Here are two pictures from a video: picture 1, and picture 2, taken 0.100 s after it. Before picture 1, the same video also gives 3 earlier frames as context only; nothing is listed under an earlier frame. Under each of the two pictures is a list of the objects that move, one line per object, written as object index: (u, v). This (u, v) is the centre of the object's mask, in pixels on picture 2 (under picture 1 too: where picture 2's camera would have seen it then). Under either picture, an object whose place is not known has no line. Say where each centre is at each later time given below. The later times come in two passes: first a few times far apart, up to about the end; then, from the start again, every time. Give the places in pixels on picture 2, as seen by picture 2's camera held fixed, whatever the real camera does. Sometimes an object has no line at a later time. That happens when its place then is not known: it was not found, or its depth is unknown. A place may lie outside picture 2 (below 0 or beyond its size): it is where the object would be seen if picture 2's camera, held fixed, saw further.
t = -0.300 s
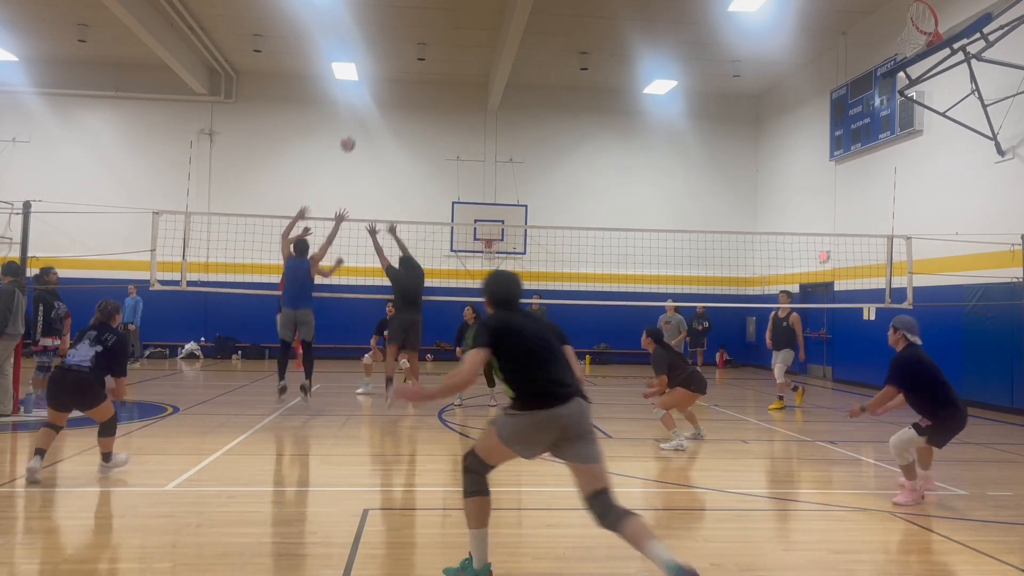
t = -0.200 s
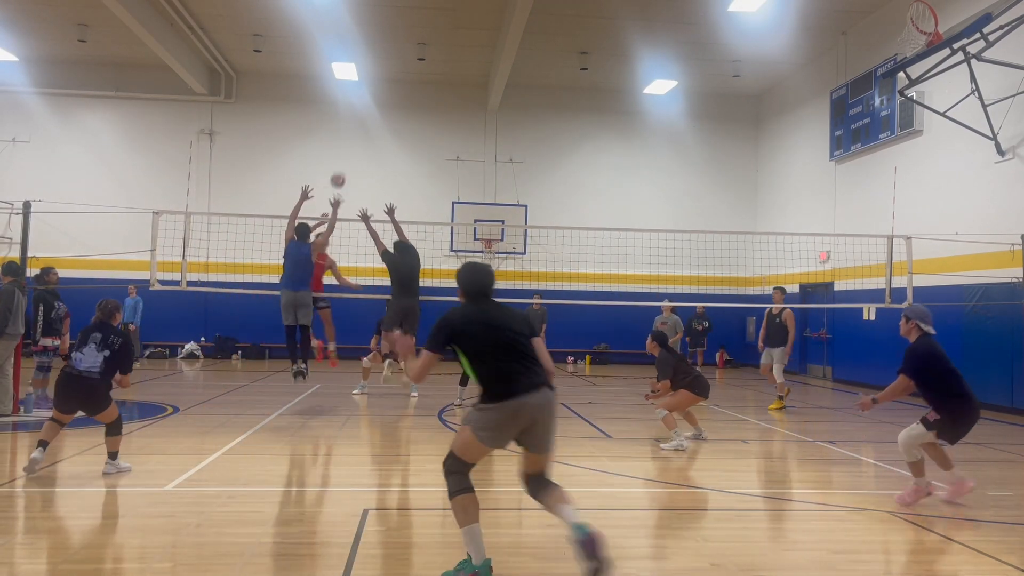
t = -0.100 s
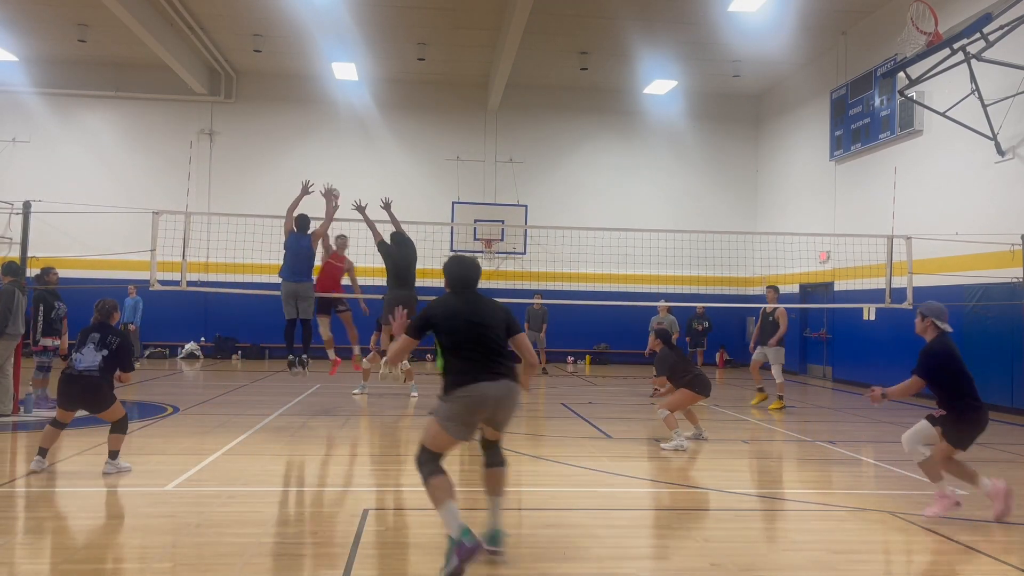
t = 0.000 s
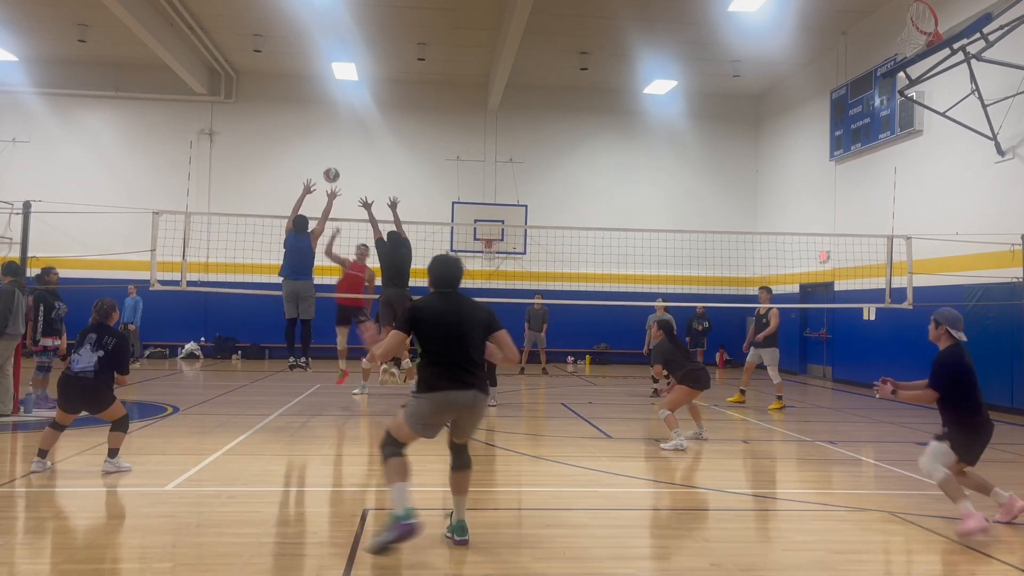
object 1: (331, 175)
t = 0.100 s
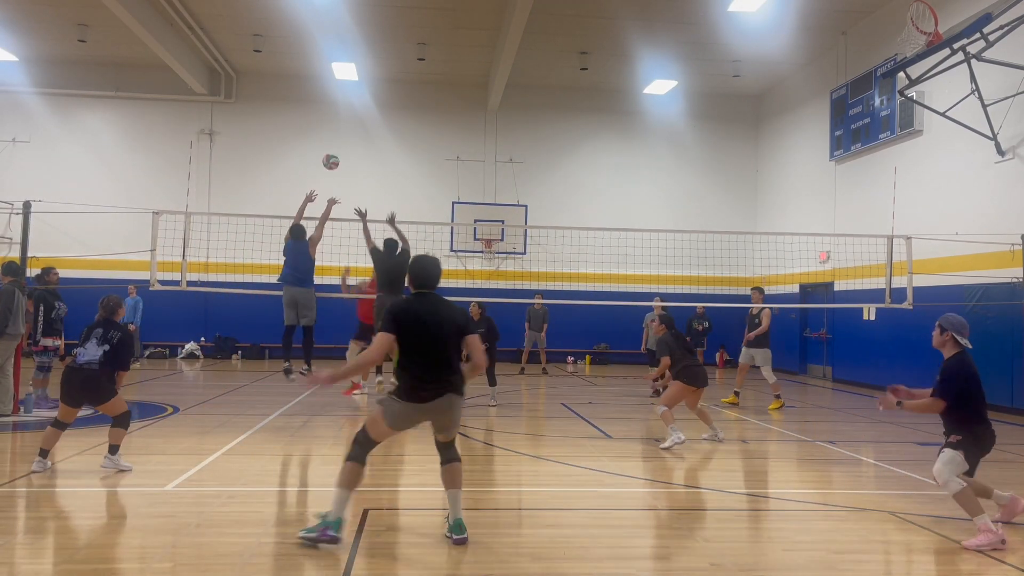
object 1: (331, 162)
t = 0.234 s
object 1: (330, 156)
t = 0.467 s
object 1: (326, 181)
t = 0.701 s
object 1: (321, 263)
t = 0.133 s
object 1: (331, 159)
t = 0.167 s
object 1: (330, 157)
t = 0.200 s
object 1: (330, 156)
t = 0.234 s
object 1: (330, 156)
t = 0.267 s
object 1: (329, 156)
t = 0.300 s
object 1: (329, 158)
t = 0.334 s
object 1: (328, 160)
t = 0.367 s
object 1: (328, 164)
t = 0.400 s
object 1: (327, 168)
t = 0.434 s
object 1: (327, 174)
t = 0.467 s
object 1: (326, 181)
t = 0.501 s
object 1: (326, 189)
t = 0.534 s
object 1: (325, 198)
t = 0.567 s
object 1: (324, 208)
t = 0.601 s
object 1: (323, 220)
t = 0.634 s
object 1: (323, 232)
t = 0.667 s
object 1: (321, 247)
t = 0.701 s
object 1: (321, 263)
